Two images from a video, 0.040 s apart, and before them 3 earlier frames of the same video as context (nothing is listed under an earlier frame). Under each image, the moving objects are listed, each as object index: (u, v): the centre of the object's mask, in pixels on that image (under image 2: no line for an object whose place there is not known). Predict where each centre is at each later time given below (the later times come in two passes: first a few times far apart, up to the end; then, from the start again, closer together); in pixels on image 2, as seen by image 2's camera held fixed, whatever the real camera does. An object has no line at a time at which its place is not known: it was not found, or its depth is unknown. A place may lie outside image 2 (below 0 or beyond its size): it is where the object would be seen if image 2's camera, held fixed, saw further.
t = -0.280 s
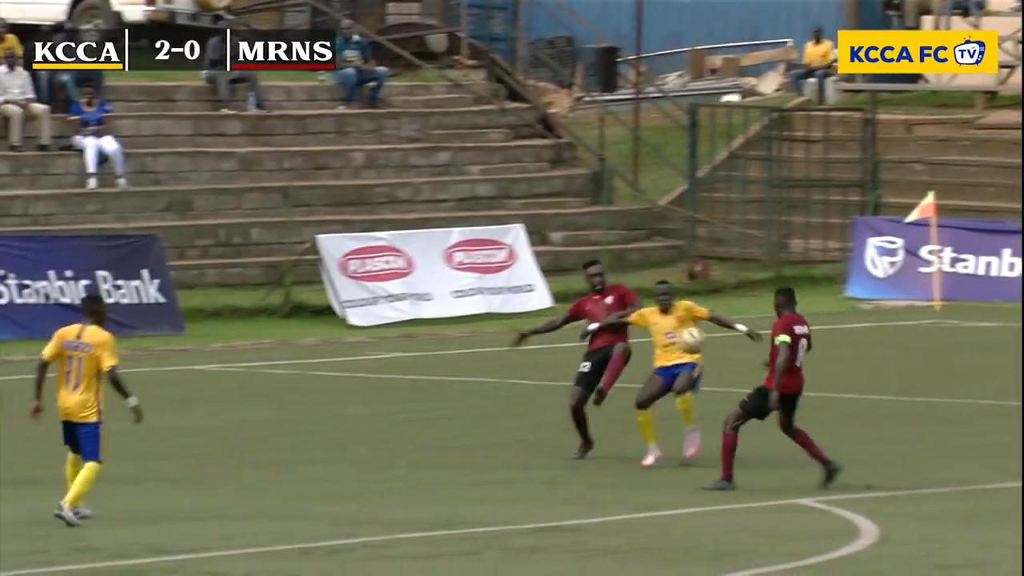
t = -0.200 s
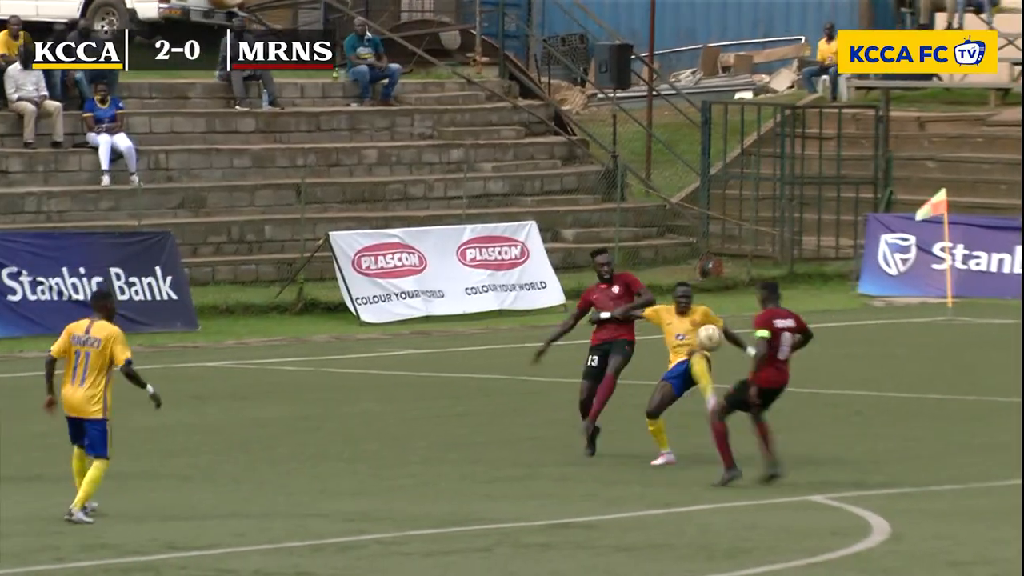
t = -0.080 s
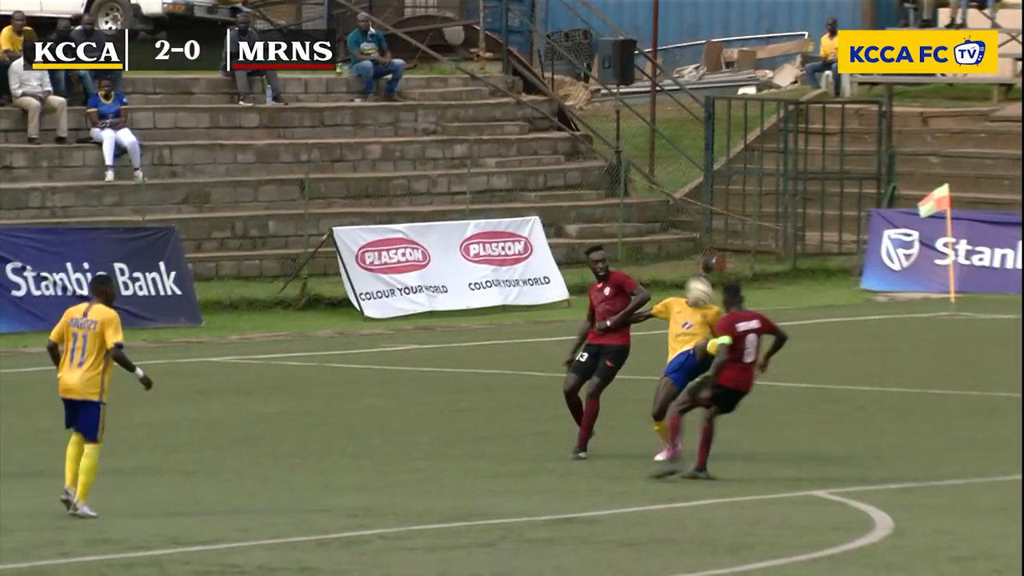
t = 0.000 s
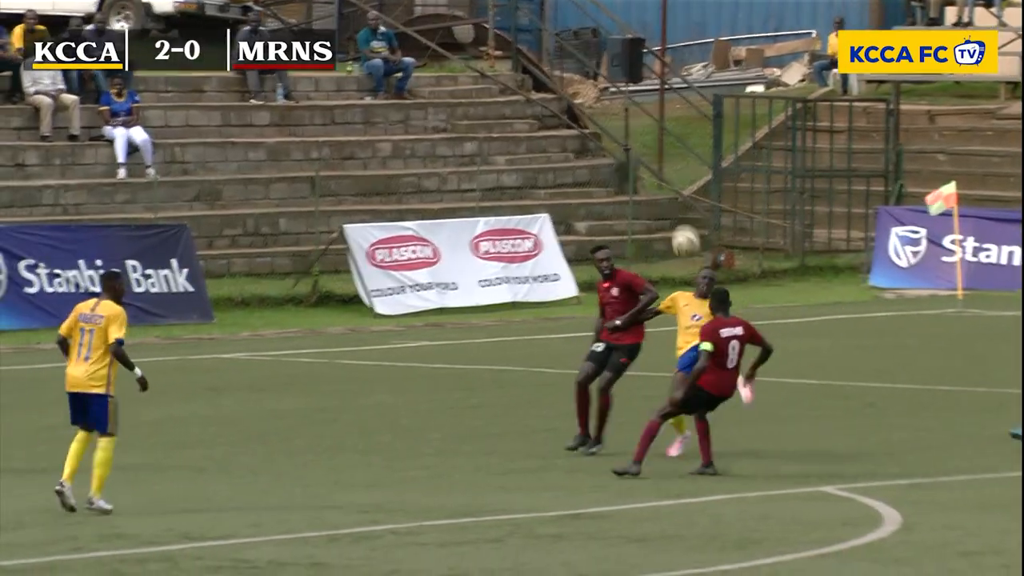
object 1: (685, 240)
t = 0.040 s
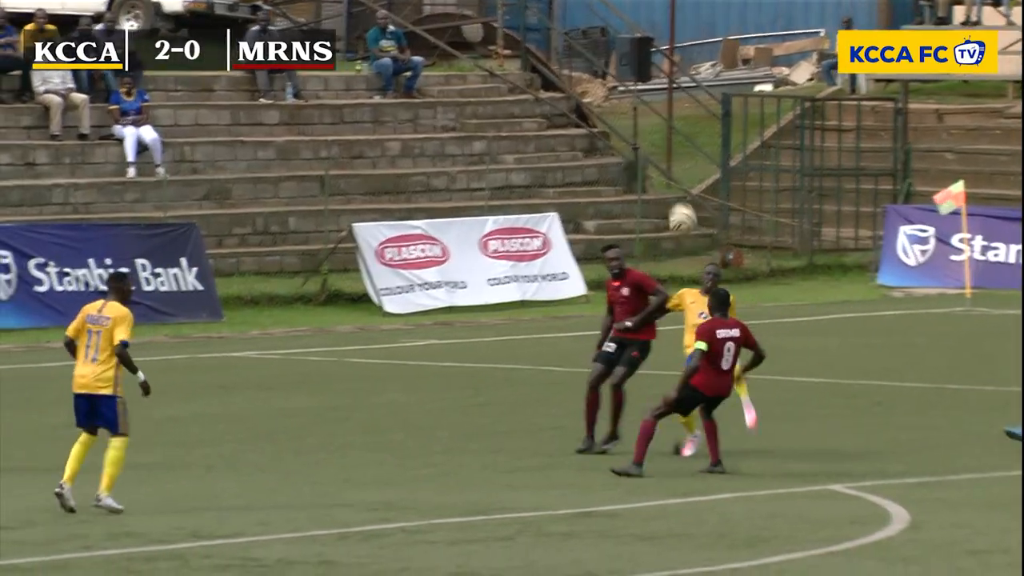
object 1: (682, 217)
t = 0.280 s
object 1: (607, 132)
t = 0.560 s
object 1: (516, 132)
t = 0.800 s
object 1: (436, 222)
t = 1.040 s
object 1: (357, 400)
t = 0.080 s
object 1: (670, 199)
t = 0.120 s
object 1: (656, 179)
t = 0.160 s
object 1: (645, 165)
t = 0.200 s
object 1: (633, 153)
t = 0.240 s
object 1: (620, 142)
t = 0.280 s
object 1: (607, 132)
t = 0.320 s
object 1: (595, 126)
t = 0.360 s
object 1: (582, 121)
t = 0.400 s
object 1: (568, 119)
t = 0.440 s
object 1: (556, 120)
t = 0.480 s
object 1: (543, 121)
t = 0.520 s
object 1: (530, 125)
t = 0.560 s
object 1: (516, 132)
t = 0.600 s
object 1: (503, 142)
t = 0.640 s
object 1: (489, 153)
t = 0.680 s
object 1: (476, 166)
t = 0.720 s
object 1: (462, 181)
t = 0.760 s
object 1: (449, 200)
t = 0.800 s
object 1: (436, 222)
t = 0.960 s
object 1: (380, 330)
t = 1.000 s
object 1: (367, 365)
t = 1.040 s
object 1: (357, 400)
